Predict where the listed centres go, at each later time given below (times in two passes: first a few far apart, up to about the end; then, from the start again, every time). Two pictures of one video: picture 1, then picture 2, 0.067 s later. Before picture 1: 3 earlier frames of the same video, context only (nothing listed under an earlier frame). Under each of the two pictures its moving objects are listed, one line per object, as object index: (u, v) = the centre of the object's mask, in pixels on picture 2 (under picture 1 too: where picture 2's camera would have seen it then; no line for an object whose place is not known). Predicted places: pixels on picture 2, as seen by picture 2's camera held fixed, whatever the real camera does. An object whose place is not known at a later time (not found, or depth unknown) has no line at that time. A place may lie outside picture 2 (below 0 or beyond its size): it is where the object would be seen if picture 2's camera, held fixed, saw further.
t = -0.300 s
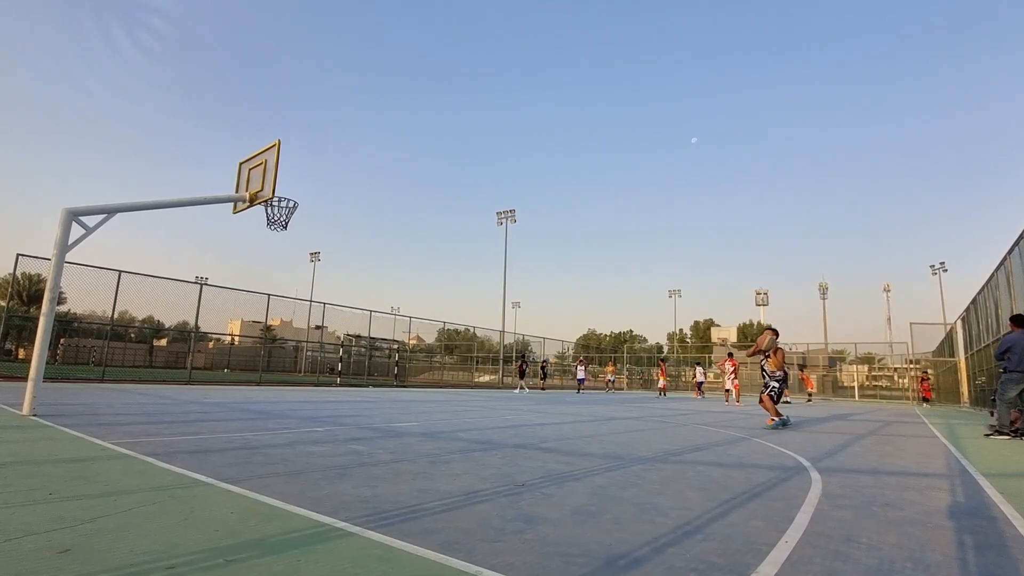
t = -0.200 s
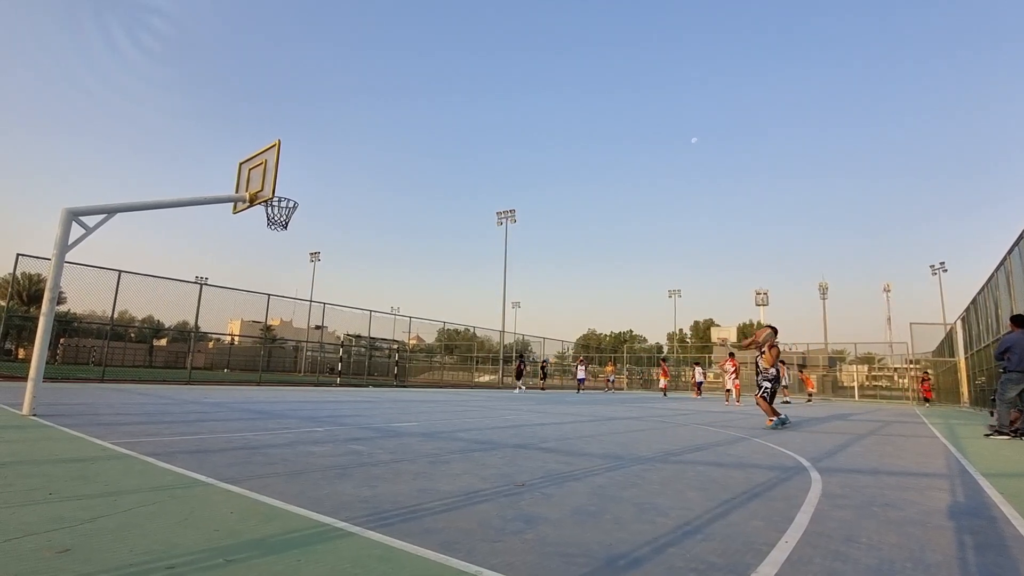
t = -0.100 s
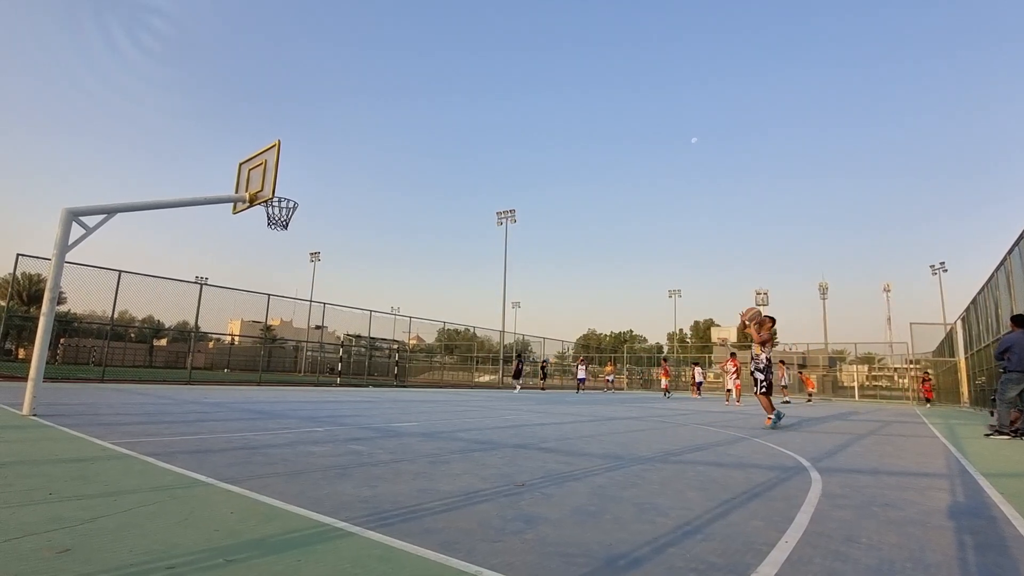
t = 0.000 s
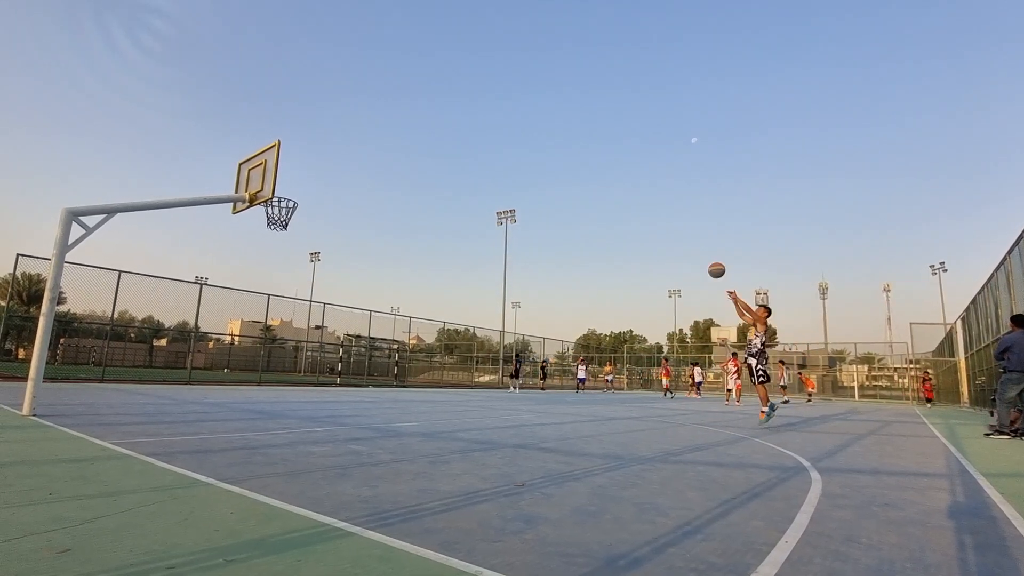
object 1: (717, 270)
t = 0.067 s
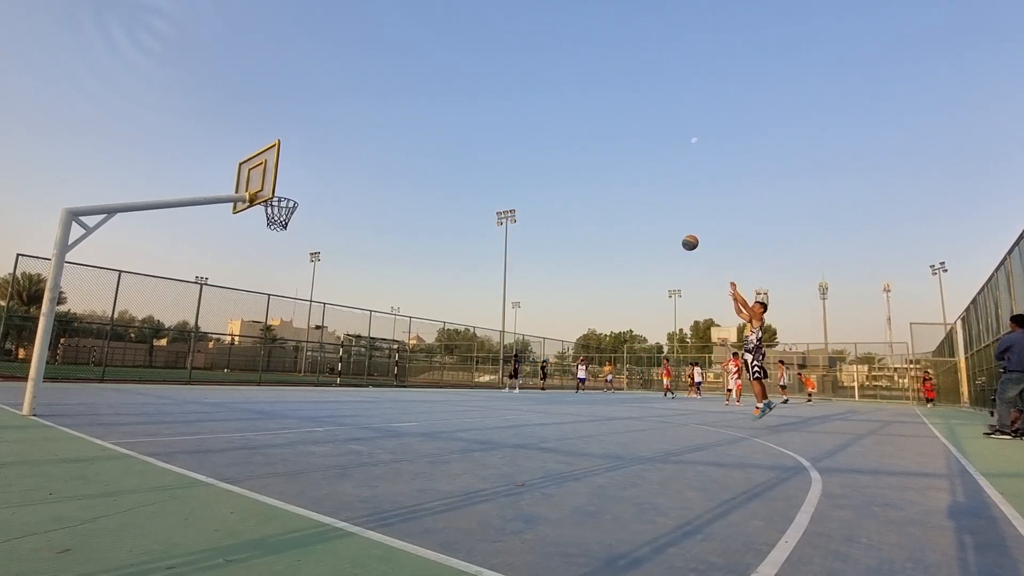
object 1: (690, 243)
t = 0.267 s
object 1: (613, 179)
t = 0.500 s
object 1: (526, 140)
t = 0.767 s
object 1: (428, 135)
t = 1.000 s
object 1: (342, 167)
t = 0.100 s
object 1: (677, 230)
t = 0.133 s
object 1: (664, 218)
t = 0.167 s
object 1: (651, 207)
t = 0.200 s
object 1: (638, 197)
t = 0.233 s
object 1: (626, 188)
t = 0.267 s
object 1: (613, 179)
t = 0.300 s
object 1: (600, 172)
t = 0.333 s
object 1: (588, 165)
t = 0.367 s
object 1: (575, 158)
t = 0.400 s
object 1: (563, 153)
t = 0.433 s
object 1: (551, 147)
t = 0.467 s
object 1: (538, 143)
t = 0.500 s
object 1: (526, 140)
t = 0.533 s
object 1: (514, 137)
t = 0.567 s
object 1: (502, 134)
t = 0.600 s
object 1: (490, 133)
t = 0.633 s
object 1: (477, 132)
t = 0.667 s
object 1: (465, 132)
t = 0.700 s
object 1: (453, 132)
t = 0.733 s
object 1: (441, 133)
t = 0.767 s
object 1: (428, 135)
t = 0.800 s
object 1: (416, 137)
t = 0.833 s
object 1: (404, 140)
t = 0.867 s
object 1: (392, 144)
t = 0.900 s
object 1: (379, 149)
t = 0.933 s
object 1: (367, 154)
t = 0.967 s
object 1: (354, 160)
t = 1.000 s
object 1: (342, 167)
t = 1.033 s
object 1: (329, 174)
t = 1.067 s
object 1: (316, 182)
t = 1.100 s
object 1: (304, 191)
